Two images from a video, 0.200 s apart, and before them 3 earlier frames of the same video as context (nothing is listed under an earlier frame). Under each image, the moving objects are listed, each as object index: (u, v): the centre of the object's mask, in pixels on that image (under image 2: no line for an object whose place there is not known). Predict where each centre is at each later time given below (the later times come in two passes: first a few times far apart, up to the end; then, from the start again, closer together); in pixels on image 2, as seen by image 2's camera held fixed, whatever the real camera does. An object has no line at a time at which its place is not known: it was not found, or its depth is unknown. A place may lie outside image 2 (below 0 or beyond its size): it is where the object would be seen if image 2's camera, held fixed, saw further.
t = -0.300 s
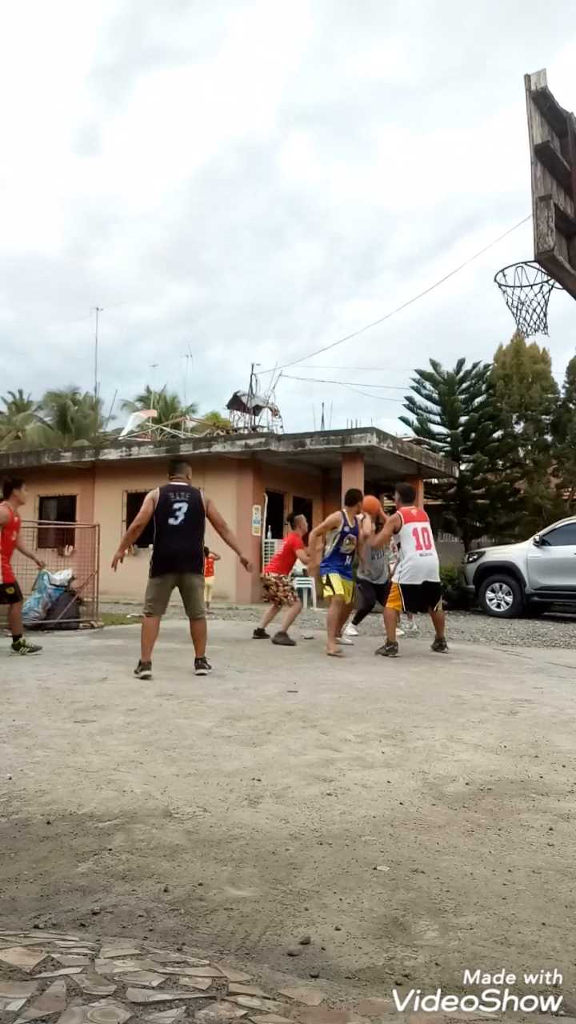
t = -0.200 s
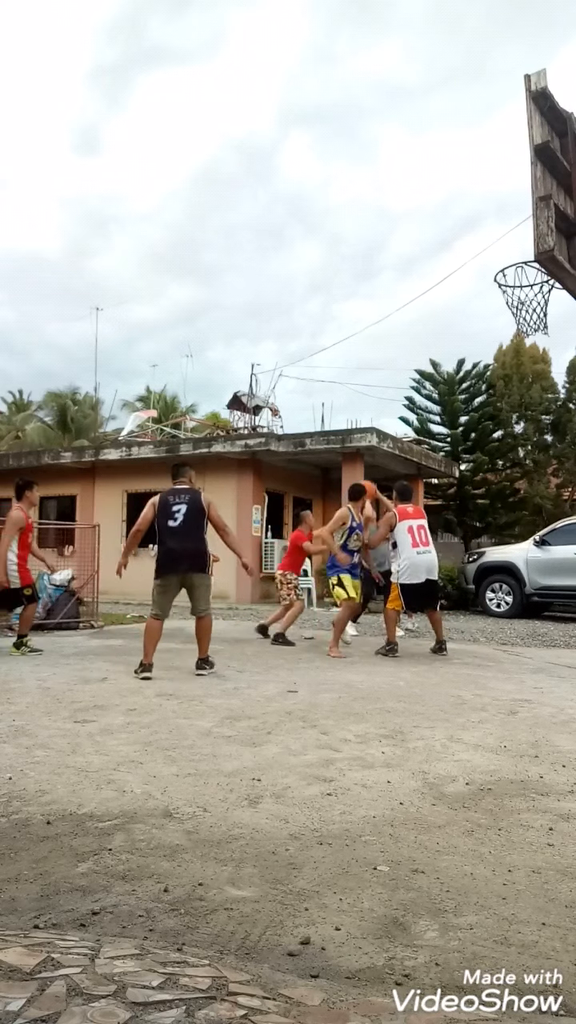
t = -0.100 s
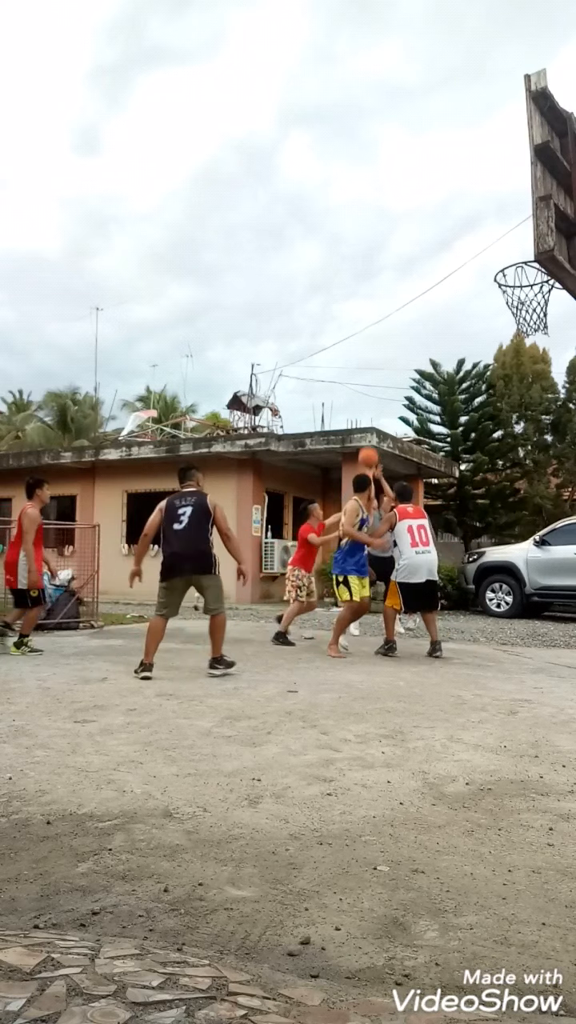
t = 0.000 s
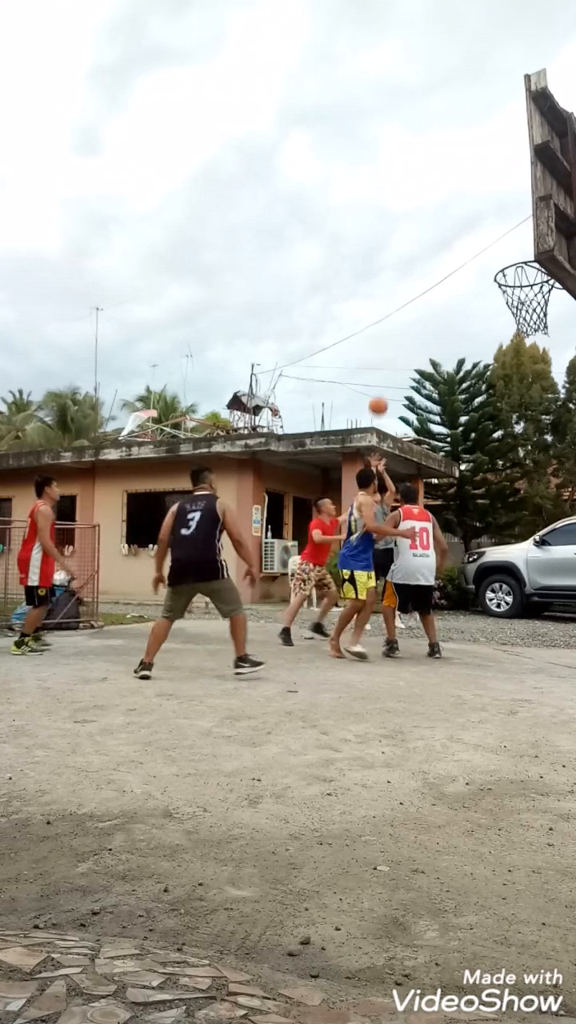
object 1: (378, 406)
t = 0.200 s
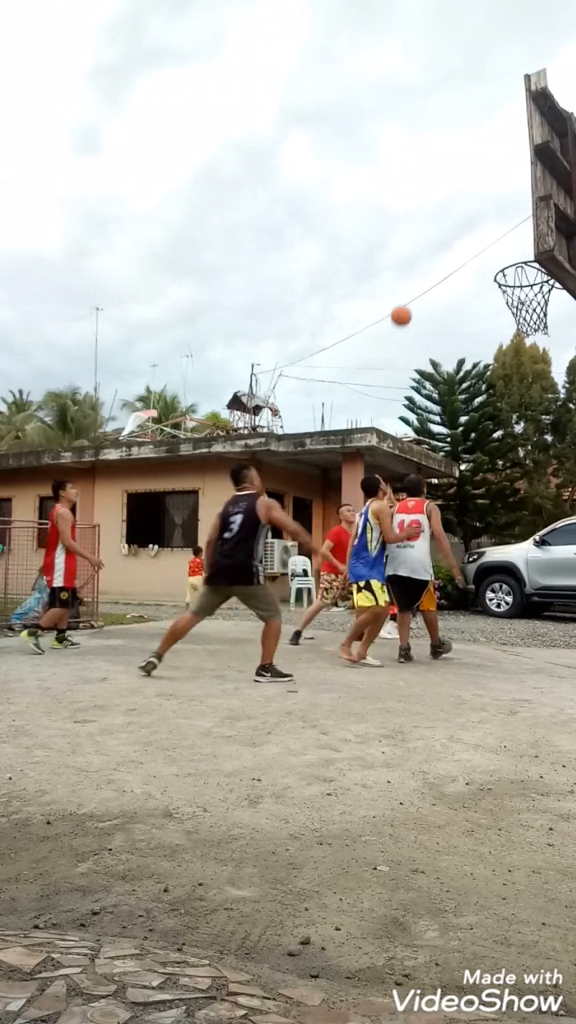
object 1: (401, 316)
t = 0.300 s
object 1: (414, 279)
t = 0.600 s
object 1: (458, 213)
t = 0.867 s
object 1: (510, 226)
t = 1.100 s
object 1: (526, 257)
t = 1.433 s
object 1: (511, 257)
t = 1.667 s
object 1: (512, 271)
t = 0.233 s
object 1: (405, 303)
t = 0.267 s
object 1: (409, 291)
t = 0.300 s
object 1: (414, 279)
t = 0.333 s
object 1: (418, 269)
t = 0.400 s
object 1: (427, 250)
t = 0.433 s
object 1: (432, 242)
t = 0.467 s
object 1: (438, 234)
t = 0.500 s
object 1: (443, 228)
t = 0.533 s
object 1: (448, 222)
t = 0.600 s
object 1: (458, 213)
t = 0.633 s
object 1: (464, 210)
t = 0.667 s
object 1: (470, 209)
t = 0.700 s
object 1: (476, 208)
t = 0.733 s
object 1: (482, 209)
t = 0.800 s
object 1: (496, 214)
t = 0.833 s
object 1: (503, 219)
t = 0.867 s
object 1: (510, 226)
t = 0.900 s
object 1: (517, 234)
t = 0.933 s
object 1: (522, 244)
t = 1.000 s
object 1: (527, 266)
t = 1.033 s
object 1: (517, 274)
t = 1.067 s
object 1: (520, 268)
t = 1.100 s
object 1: (526, 257)
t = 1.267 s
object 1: (528, 241)
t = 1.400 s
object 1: (511, 257)
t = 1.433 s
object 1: (511, 257)
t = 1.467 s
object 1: (511, 259)
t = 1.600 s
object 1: (511, 268)
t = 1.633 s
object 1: (511, 269)
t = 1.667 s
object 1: (512, 271)
